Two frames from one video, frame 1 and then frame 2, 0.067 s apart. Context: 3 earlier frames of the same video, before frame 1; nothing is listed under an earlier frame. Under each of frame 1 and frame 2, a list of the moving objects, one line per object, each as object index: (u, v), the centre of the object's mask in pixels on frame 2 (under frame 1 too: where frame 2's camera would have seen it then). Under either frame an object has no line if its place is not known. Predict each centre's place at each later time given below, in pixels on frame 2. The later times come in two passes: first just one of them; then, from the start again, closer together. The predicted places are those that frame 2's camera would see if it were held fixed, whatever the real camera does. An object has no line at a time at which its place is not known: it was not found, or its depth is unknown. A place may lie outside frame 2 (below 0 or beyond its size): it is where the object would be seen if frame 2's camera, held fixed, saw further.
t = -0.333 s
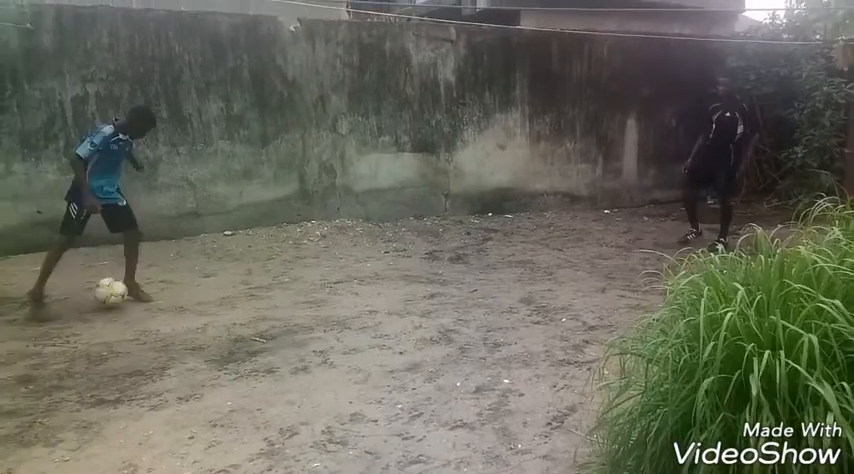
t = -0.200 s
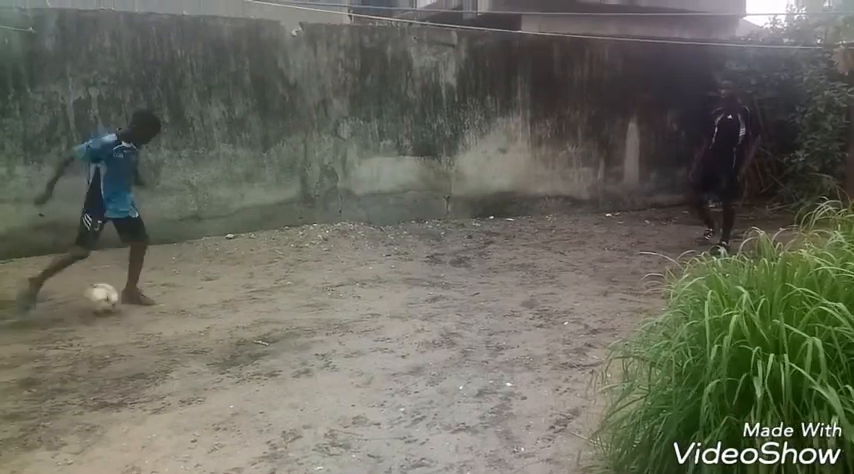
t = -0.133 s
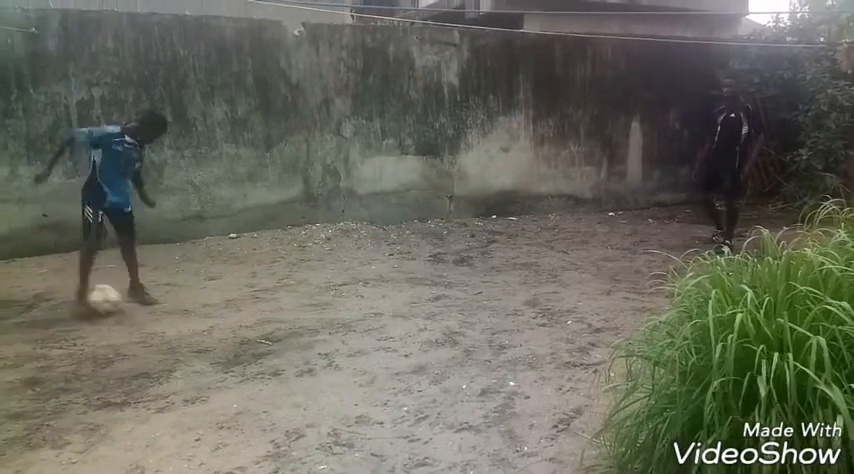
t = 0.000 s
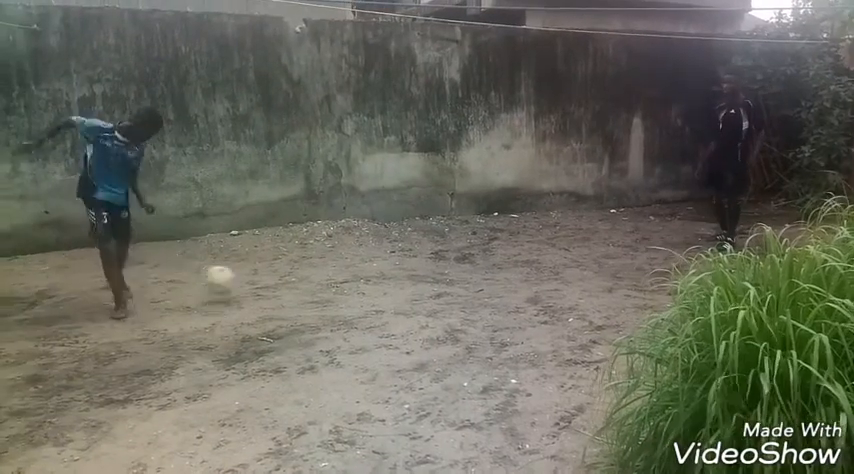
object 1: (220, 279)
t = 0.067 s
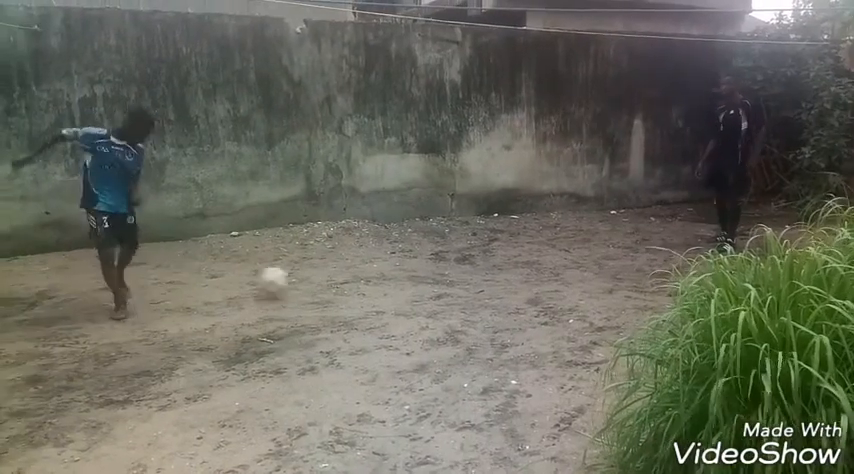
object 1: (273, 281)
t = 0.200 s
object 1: (356, 272)
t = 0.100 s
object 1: (300, 285)
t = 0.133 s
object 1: (319, 281)
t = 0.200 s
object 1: (356, 272)
